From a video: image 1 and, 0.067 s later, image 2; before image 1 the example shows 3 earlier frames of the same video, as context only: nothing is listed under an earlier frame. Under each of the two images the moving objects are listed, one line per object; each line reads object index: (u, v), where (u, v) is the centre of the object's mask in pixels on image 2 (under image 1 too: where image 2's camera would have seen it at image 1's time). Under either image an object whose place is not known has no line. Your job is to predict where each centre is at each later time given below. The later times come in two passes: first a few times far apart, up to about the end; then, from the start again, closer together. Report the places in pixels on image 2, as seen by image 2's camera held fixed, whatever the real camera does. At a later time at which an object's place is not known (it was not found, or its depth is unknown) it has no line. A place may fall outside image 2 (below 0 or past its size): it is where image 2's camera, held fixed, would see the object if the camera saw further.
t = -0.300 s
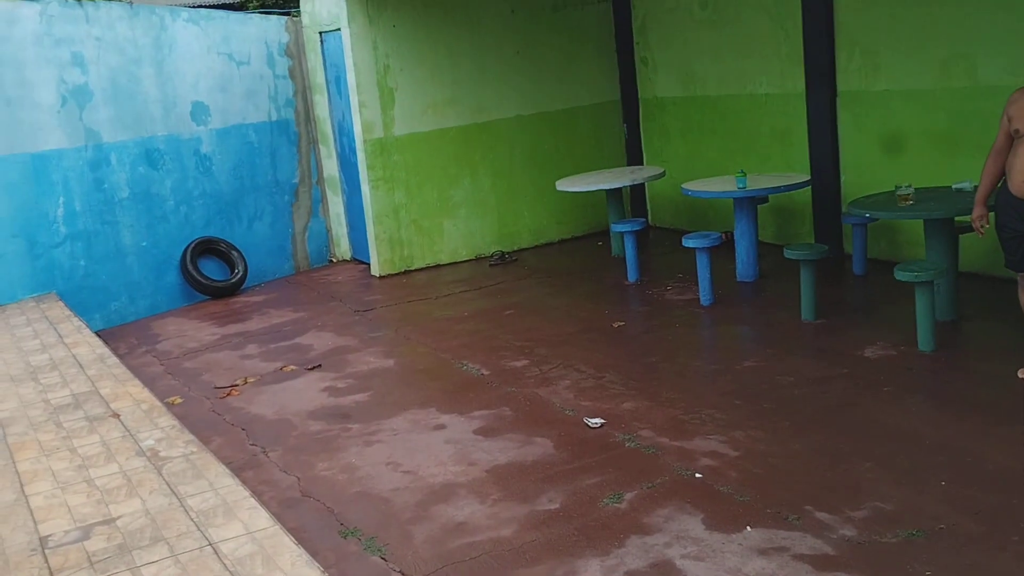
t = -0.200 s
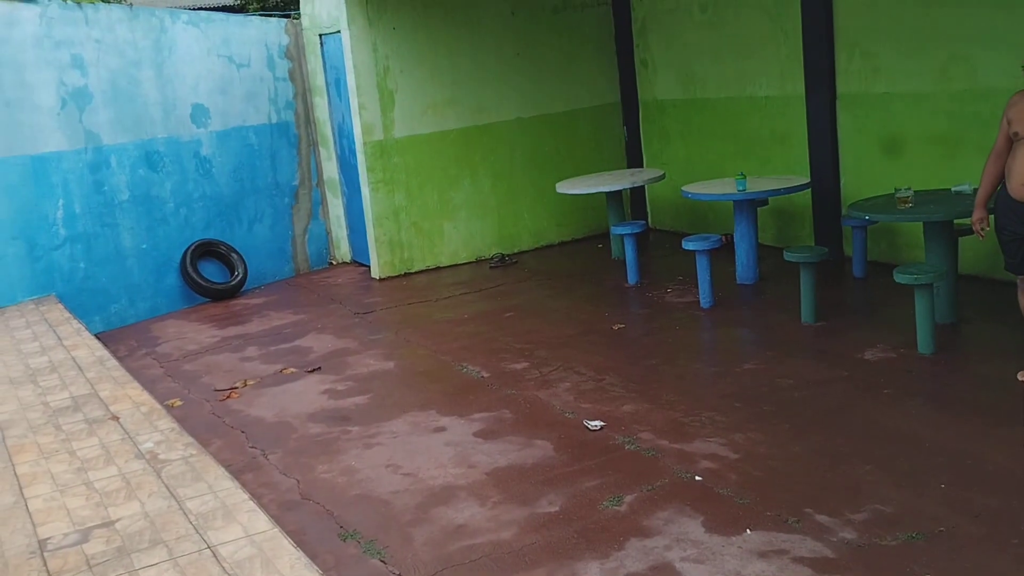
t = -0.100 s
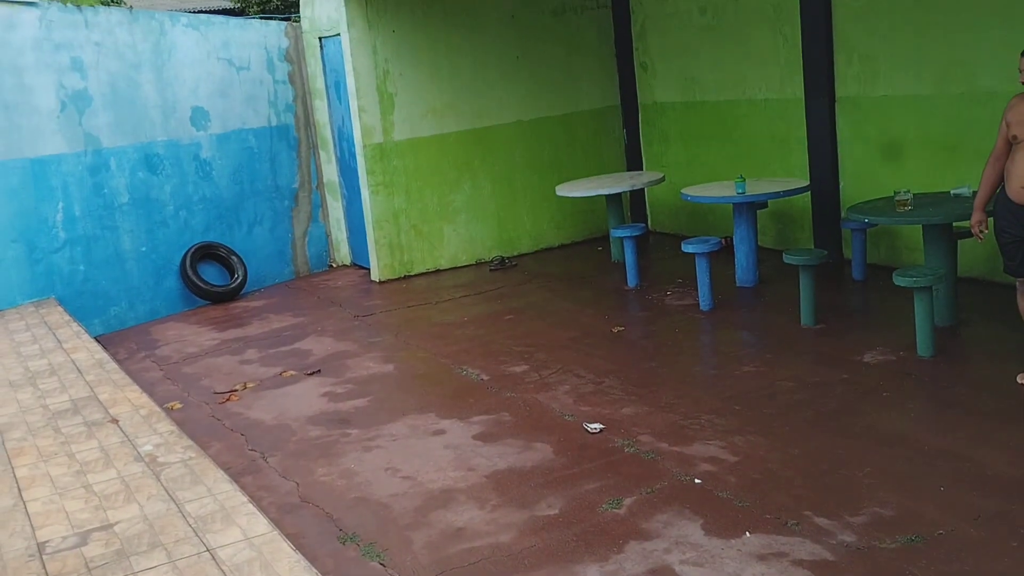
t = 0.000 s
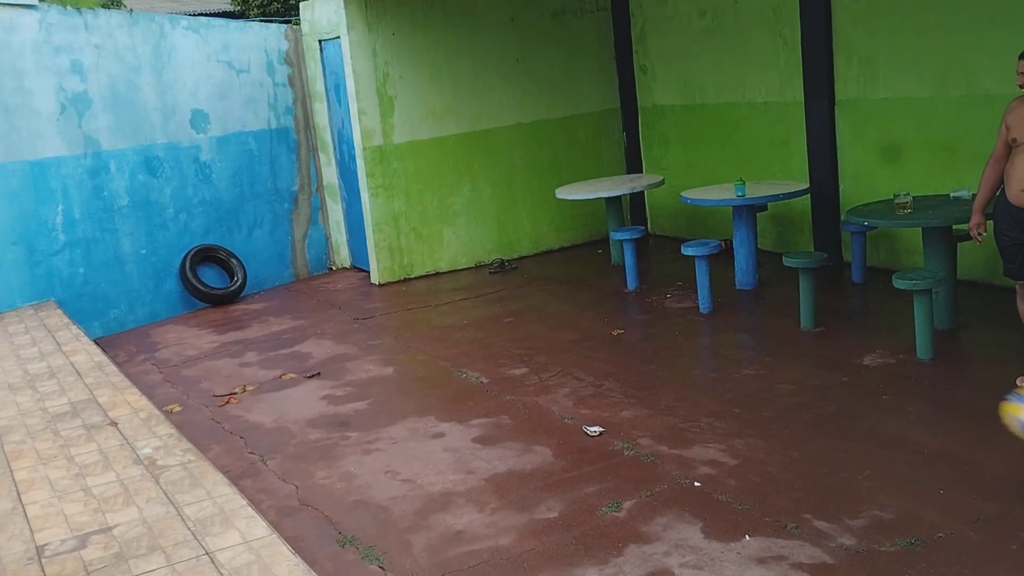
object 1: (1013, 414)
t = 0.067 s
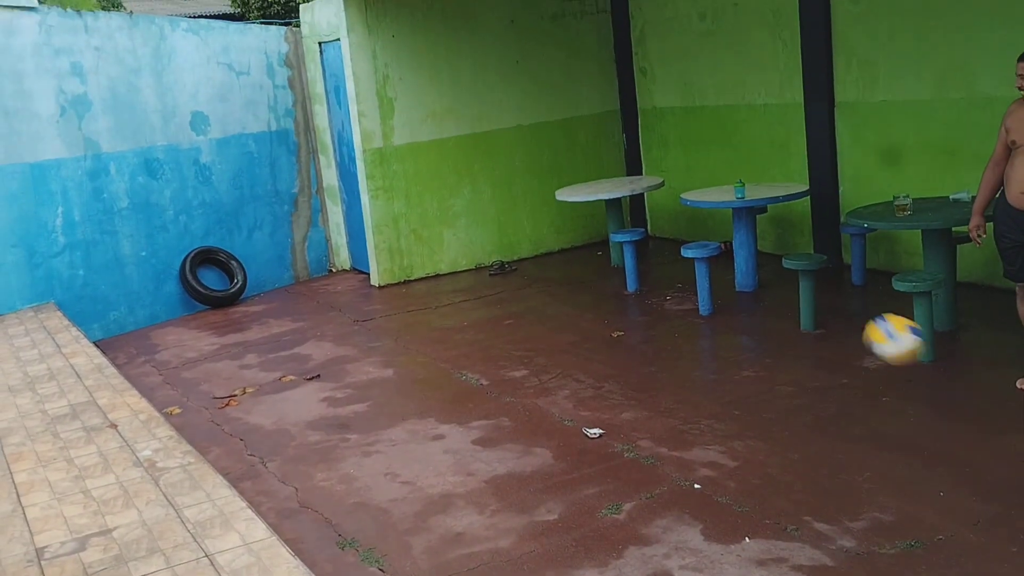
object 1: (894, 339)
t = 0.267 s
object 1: (611, 222)
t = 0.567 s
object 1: (396, 220)
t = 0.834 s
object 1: (298, 263)
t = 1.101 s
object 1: (348, 243)
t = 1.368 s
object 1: (344, 267)
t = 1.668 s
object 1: (338, 282)
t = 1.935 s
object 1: (331, 289)
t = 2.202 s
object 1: (323, 297)
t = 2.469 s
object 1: (313, 304)
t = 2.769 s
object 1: (303, 309)
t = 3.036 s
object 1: (295, 314)
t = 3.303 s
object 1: (285, 319)
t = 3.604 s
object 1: (276, 323)
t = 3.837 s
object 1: (271, 325)
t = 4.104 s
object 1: (268, 325)
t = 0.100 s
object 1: (834, 308)
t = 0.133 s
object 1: (780, 283)
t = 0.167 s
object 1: (732, 263)
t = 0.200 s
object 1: (686, 245)
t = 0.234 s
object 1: (647, 232)
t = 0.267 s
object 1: (611, 222)
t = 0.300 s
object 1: (578, 214)
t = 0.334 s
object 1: (548, 208)
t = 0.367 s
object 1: (521, 205)
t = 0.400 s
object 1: (495, 204)
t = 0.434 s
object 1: (472, 204)
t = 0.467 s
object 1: (451, 206)
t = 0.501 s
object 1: (431, 209)
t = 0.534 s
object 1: (412, 214)
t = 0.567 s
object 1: (396, 220)
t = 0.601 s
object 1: (381, 227)
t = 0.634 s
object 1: (364, 235)
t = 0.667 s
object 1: (353, 242)
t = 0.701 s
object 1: (338, 252)
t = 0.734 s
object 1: (327, 261)
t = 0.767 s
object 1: (317, 270)
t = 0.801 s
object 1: (307, 270)
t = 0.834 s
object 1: (298, 263)
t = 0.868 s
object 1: (305, 254)
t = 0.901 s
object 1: (315, 249)
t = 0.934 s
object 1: (324, 244)
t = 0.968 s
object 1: (334, 240)
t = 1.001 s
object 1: (345, 237)
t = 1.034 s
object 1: (348, 237)
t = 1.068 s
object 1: (348, 240)
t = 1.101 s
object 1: (348, 243)
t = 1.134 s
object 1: (347, 249)
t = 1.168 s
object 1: (347, 254)
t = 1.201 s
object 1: (349, 262)
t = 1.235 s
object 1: (349, 271)
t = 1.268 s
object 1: (351, 277)
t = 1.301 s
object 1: (348, 272)
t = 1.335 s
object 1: (347, 269)
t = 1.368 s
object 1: (344, 267)
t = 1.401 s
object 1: (343, 266)
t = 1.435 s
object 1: (343, 265)
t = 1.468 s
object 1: (342, 267)
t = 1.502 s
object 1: (340, 269)
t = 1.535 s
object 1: (341, 273)
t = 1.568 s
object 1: (340, 278)
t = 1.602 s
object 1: (340, 284)
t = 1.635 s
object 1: (339, 284)
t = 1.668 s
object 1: (338, 282)
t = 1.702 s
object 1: (337, 281)
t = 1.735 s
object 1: (336, 281)
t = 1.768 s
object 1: (334, 283)
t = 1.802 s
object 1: (333, 285)
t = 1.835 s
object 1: (333, 289)
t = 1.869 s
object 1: (333, 290)
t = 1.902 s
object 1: (332, 289)
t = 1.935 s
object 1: (331, 289)
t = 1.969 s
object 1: (330, 290)
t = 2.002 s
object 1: (330, 292)
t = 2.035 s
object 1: (329, 294)
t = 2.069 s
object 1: (328, 294)
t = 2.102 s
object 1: (327, 295)
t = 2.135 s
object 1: (326, 296)
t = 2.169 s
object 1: (324, 296)
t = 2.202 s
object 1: (323, 297)
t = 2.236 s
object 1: (322, 299)
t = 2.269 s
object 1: (320, 299)
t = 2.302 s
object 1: (319, 300)
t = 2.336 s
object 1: (318, 301)
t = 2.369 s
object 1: (317, 302)
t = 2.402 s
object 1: (315, 303)
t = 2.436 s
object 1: (314, 303)
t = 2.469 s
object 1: (313, 304)
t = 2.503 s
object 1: (312, 305)
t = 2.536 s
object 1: (311, 305)
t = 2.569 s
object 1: (310, 306)
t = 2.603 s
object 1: (309, 306)
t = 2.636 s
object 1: (308, 307)
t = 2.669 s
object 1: (306, 308)
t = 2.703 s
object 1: (305, 308)
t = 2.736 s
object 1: (304, 309)
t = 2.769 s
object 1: (303, 309)
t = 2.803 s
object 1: (302, 310)
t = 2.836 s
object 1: (301, 310)
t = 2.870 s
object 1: (300, 311)
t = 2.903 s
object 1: (299, 312)
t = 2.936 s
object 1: (298, 312)
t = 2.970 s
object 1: (296, 313)
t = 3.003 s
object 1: (295, 313)
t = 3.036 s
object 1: (295, 314)
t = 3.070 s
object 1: (293, 314)
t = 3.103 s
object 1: (292, 315)
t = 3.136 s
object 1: (291, 315)
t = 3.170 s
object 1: (290, 316)
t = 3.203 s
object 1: (289, 317)
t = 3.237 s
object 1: (288, 318)
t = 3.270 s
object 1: (286, 318)
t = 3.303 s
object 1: (285, 319)
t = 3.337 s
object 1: (284, 320)
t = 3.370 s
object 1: (283, 319)
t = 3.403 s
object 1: (282, 320)
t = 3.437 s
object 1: (281, 321)
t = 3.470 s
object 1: (280, 321)
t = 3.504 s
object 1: (279, 322)
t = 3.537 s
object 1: (278, 322)
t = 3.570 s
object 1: (277, 323)
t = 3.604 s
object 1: (276, 323)
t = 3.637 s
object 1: (275, 323)
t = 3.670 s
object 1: (275, 323)
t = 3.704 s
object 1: (274, 324)
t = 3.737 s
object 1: (273, 324)
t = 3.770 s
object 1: (272, 325)
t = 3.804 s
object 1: (272, 325)
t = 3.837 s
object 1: (271, 325)
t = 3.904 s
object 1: (270, 325)
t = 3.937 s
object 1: (270, 325)
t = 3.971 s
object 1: (269, 325)
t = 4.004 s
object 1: (269, 325)
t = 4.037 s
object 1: (269, 325)
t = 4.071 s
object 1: (269, 325)
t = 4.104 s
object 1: (268, 325)
